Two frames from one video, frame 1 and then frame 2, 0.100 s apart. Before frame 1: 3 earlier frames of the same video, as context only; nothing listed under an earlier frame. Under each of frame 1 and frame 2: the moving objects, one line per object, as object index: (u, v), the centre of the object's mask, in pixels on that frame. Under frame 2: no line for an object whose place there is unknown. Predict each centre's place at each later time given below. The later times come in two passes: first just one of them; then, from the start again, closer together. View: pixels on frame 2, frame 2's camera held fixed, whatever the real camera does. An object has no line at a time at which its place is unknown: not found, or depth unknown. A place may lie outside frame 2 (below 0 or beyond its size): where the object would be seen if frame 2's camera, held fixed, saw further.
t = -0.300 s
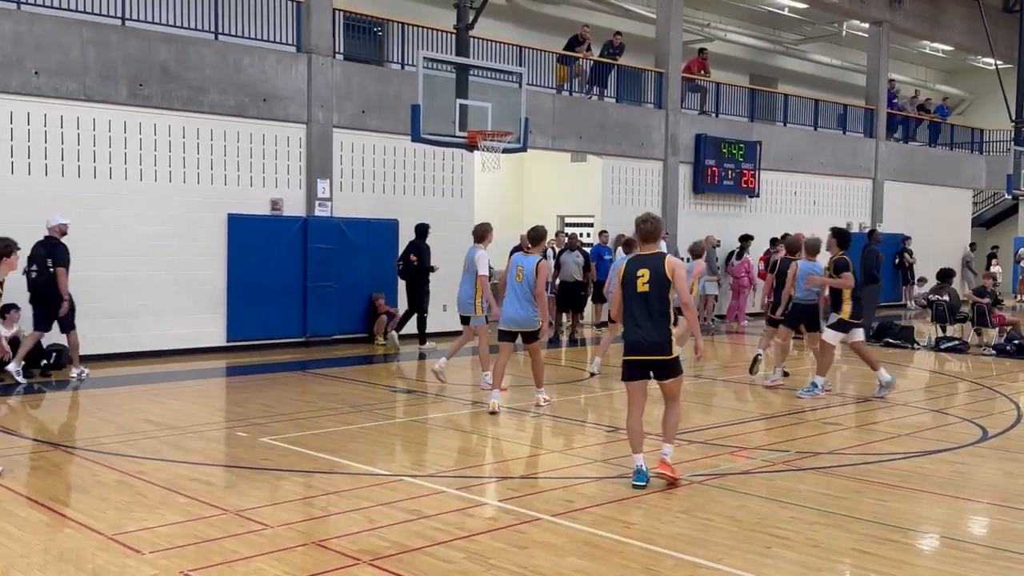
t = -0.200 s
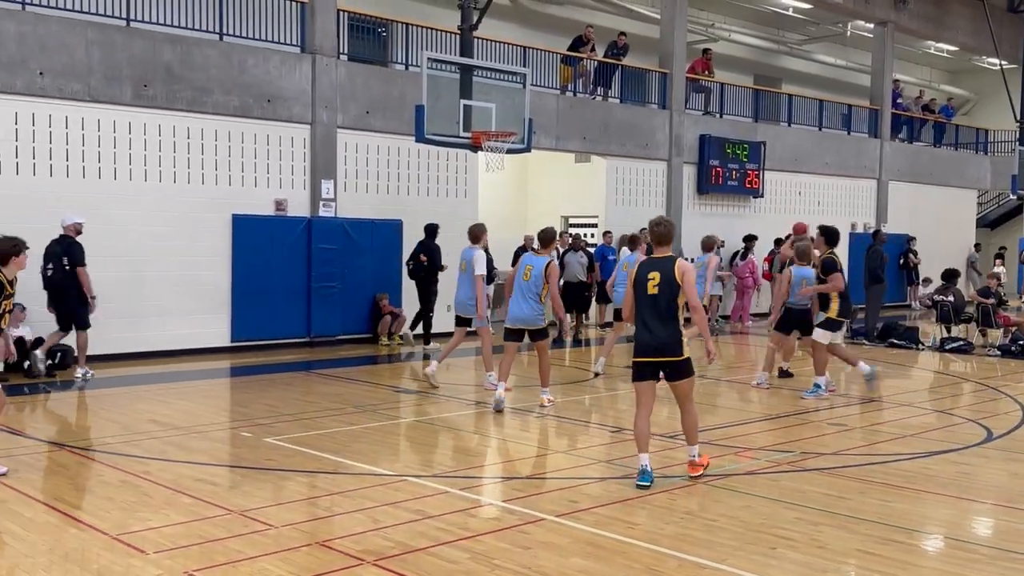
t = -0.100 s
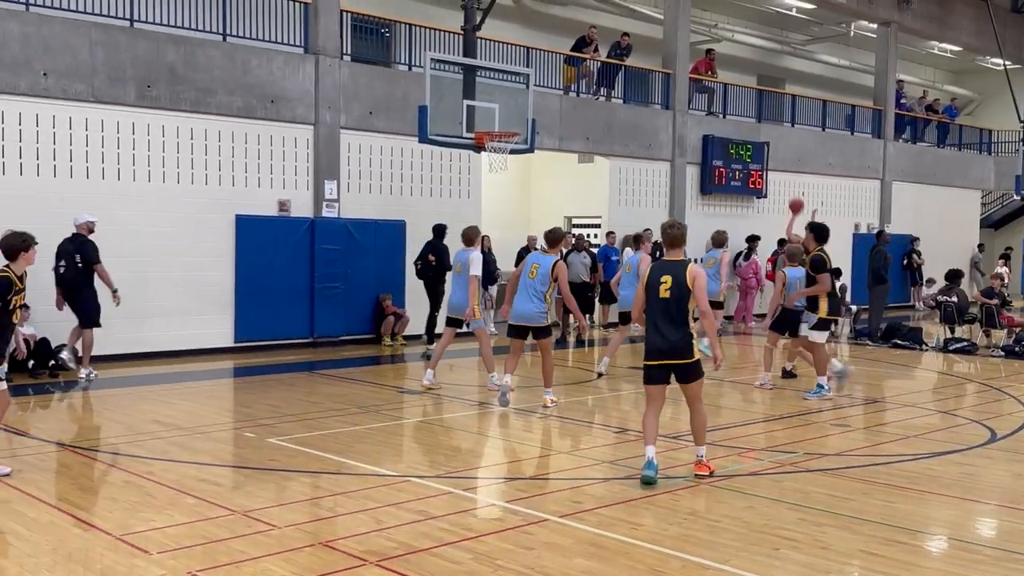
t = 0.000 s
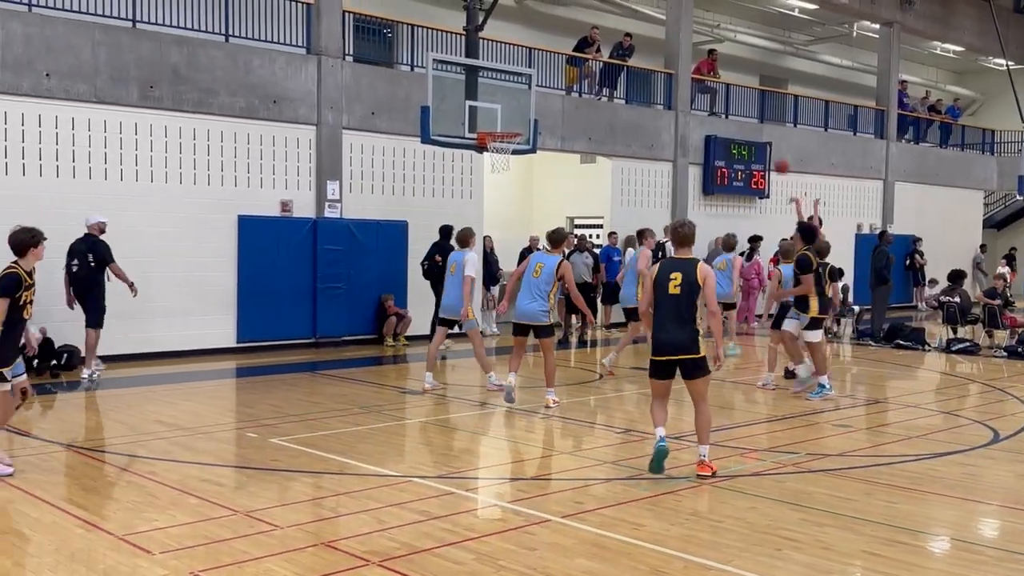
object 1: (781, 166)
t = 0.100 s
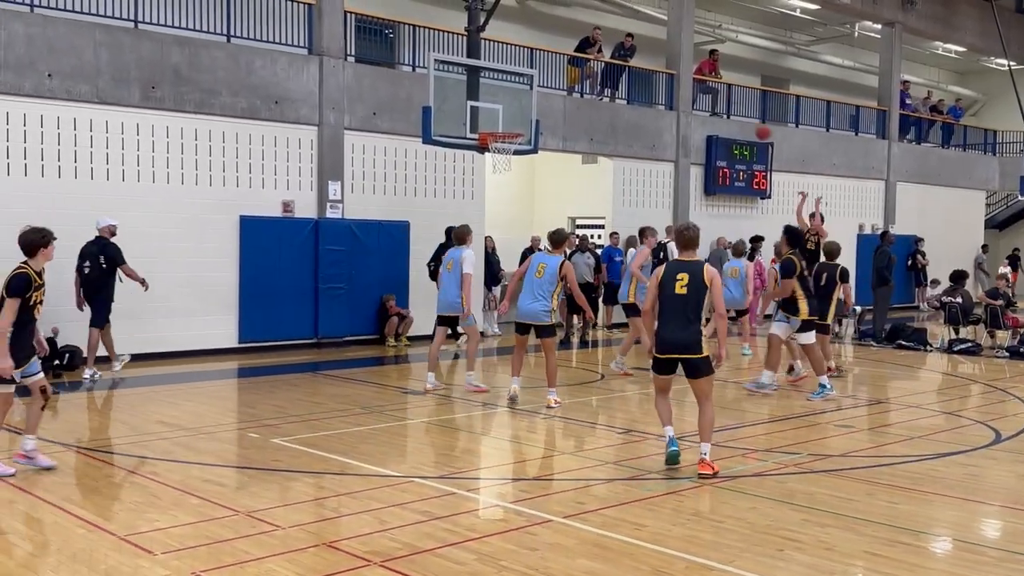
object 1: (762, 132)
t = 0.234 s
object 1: (734, 94)
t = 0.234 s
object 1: (734, 94)
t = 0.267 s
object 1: (728, 86)
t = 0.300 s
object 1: (721, 78)
